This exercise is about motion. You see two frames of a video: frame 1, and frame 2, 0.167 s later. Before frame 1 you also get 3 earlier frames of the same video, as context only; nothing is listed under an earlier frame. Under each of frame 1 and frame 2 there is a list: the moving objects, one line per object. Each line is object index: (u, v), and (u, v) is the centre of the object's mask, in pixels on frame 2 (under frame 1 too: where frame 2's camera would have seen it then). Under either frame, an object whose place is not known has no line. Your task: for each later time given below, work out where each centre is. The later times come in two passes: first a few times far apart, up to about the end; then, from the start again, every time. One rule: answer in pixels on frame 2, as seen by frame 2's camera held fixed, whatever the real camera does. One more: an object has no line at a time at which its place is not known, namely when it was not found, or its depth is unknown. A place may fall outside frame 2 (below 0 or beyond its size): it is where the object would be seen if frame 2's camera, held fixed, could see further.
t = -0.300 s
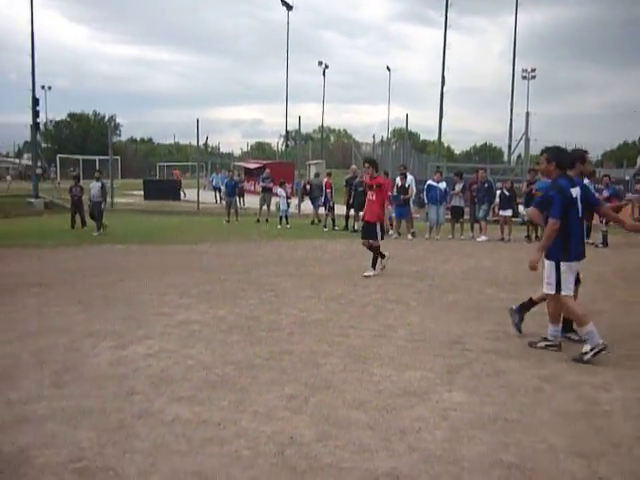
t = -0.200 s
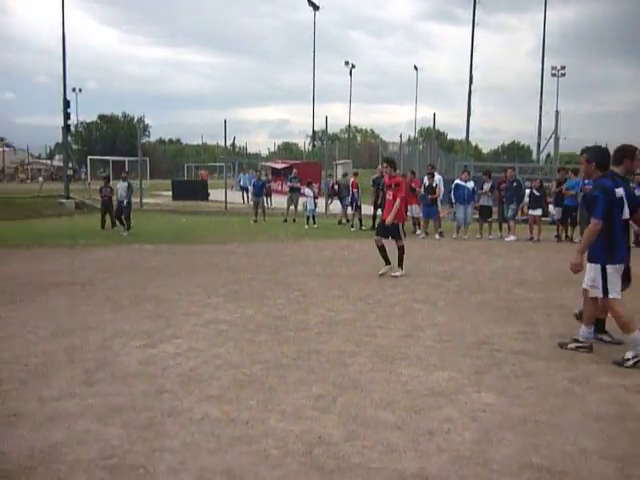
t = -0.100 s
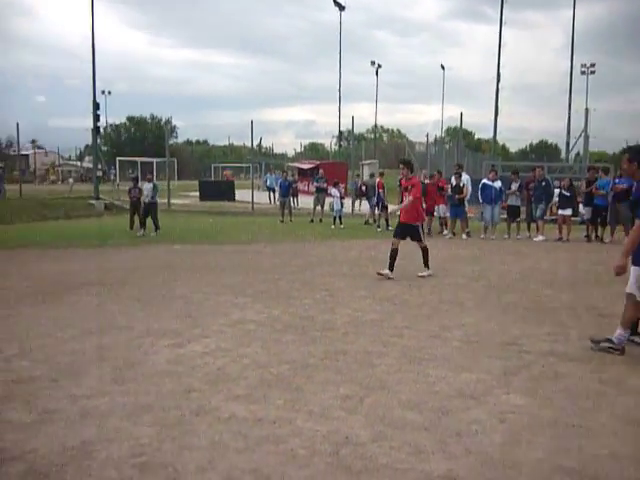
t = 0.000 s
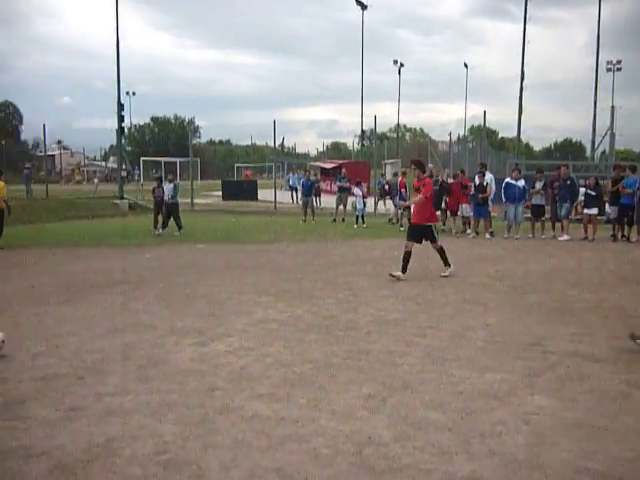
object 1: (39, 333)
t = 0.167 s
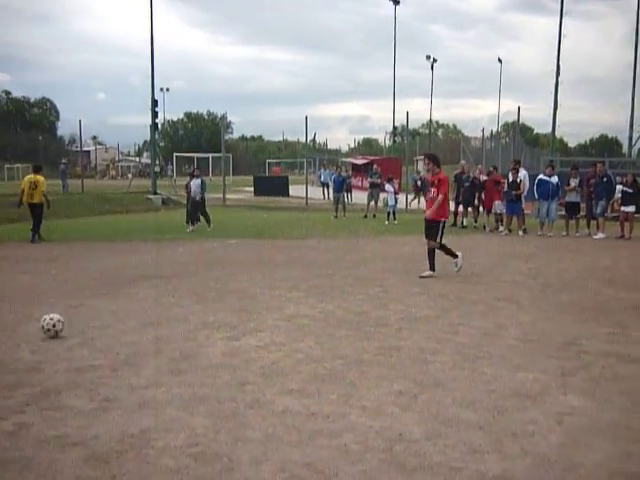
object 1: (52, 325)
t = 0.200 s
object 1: (56, 325)
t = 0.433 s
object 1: (81, 315)
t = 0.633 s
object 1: (100, 307)
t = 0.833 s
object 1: (117, 302)
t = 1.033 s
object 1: (132, 296)
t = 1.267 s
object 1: (147, 290)
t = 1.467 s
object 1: (158, 285)
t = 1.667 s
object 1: (167, 281)
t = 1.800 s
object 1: (174, 278)
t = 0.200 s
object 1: (56, 325)
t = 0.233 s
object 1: (60, 323)
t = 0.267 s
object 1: (64, 321)
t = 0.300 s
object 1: (67, 320)
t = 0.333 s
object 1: (71, 319)
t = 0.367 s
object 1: (75, 317)
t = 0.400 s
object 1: (78, 316)
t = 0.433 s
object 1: (81, 315)
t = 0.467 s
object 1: (84, 313)
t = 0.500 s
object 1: (87, 312)
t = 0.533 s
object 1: (91, 311)
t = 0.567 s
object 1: (94, 310)
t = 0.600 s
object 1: (97, 309)
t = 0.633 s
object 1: (100, 307)
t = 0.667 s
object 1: (103, 306)
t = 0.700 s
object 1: (106, 305)
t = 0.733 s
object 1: (109, 305)
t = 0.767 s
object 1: (111, 303)
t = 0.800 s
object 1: (115, 302)
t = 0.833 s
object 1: (117, 302)
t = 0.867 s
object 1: (119, 301)
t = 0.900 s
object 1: (122, 300)
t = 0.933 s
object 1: (124, 299)
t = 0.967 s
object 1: (127, 298)
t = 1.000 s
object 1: (129, 297)
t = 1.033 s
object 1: (132, 296)
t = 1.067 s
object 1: (134, 295)
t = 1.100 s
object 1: (136, 295)
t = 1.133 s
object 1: (138, 293)
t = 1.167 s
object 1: (140, 292)
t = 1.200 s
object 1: (143, 292)
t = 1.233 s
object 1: (144, 291)
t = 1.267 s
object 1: (147, 290)
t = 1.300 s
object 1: (149, 290)
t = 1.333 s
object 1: (150, 288)
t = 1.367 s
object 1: (152, 288)
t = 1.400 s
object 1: (154, 287)
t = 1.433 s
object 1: (156, 287)
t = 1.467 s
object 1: (158, 285)
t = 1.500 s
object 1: (159, 284)
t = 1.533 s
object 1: (161, 284)
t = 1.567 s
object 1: (162, 284)
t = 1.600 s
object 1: (164, 282)
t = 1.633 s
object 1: (166, 282)
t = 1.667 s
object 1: (167, 281)
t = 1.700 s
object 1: (169, 280)
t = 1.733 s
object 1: (171, 280)
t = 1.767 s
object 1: (172, 279)
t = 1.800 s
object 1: (174, 278)
